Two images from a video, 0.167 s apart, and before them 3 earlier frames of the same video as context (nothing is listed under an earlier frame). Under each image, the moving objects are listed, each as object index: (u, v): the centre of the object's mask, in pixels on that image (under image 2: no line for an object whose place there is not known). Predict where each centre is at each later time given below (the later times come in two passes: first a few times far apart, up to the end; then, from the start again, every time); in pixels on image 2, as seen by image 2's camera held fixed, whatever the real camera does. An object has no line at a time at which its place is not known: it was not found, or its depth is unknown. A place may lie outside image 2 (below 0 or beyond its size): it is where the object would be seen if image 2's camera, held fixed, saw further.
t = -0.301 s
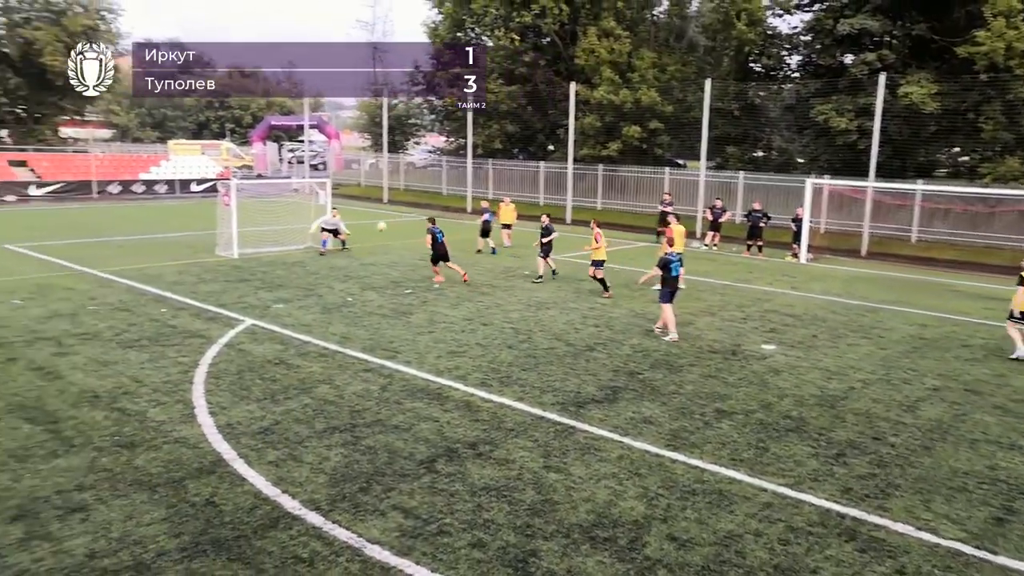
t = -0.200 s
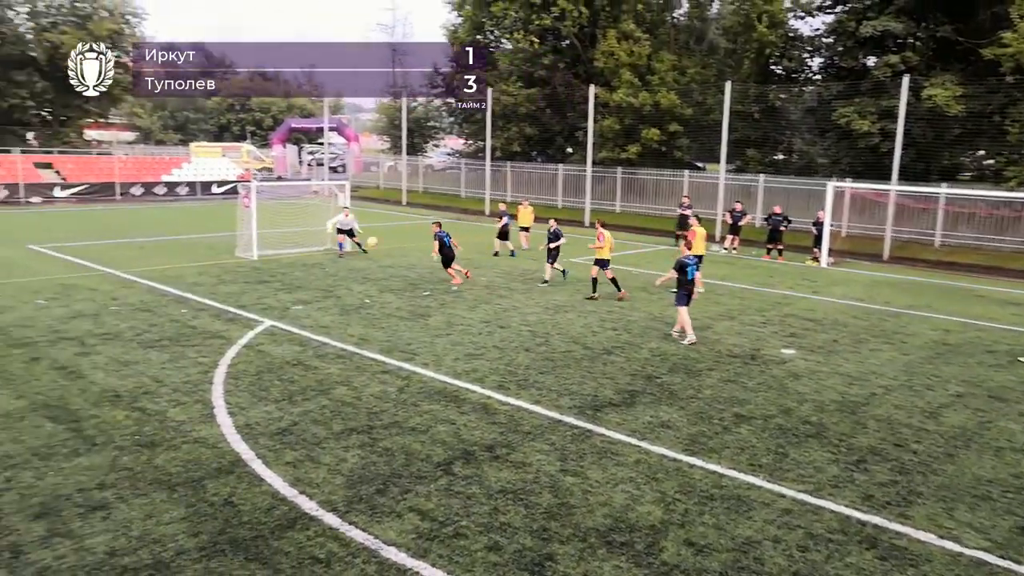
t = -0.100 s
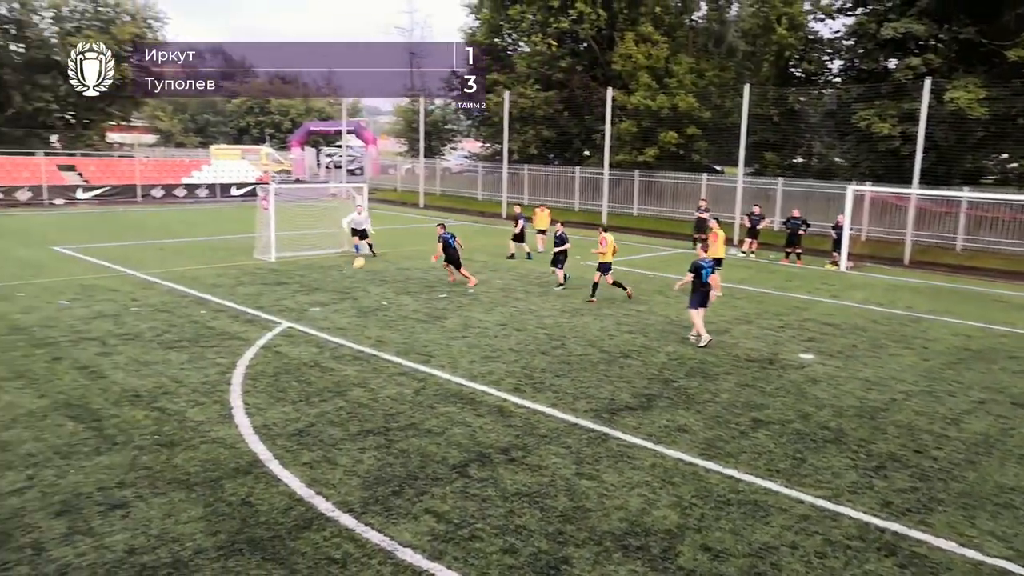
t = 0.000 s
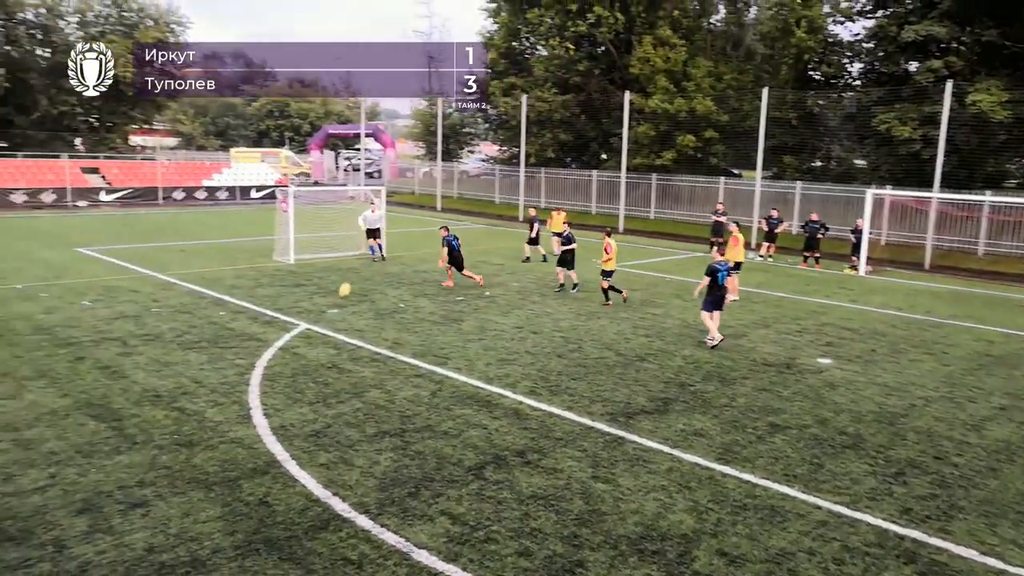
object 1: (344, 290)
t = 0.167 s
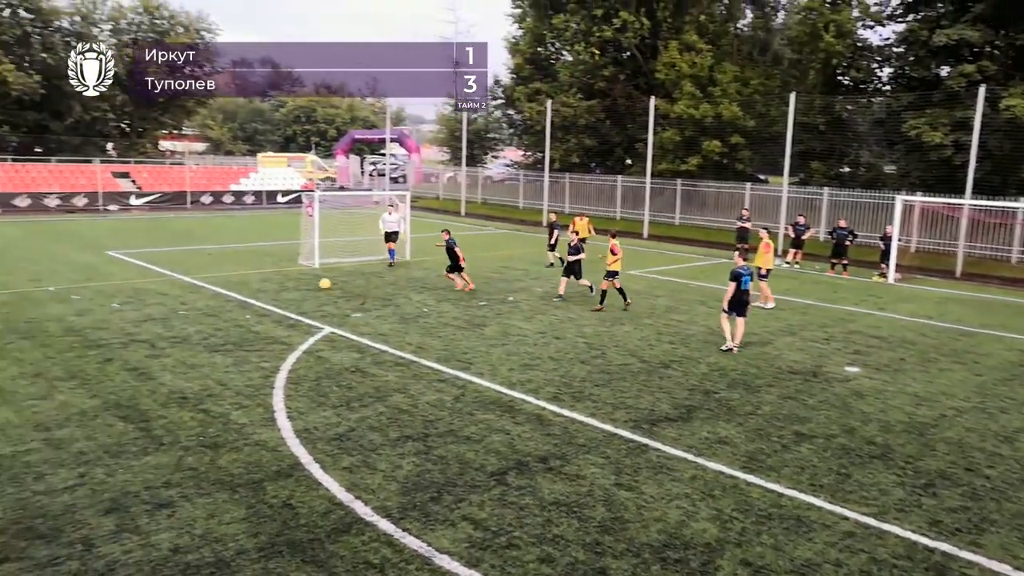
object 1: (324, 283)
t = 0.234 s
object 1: (307, 278)
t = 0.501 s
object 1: (236, 280)
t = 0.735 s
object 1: (172, 309)
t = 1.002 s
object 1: (95, 302)
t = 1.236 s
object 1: (27, 313)
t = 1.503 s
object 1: (-53, 318)
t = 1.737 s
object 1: (-123, 321)
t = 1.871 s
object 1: (-162, 324)
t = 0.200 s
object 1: (316, 280)
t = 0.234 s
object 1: (307, 278)
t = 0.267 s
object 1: (299, 277)
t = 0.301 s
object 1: (290, 275)
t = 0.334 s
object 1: (281, 275)
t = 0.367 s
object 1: (272, 275)
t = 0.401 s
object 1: (264, 276)
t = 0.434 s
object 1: (255, 276)
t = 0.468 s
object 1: (245, 278)
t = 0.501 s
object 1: (236, 280)
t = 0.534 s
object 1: (228, 283)
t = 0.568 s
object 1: (219, 285)
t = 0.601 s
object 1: (209, 290)
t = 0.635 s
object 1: (200, 294)
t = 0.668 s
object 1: (190, 300)
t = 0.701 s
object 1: (181, 306)
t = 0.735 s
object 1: (172, 309)
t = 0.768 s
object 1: (164, 307)
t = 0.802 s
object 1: (153, 304)
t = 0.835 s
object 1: (143, 303)
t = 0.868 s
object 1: (134, 301)
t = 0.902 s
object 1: (124, 300)
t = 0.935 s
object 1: (115, 300)
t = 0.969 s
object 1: (106, 301)
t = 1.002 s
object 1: (95, 302)
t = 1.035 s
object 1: (86, 303)
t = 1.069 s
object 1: (76, 305)
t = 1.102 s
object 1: (66, 308)
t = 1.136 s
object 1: (56, 312)
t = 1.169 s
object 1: (47, 315)
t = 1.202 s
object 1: (37, 314)
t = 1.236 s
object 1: (27, 313)
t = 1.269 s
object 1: (17, 312)
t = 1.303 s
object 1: (7, 312)
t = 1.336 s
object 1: (-2, 313)
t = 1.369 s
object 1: (-13, 315)
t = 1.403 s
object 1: (-23, 317)
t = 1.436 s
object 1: (-33, 319)
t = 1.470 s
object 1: (-43, 318)
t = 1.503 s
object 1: (-53, 318)
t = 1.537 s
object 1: (-63, 317)
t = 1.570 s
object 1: (-73, 318)
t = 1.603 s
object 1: (-82, 318)
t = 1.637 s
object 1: (-93, 320)
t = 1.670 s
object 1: (-103, 322)
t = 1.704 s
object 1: (-112, 322)
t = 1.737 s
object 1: (-123, 321)
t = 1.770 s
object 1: (-133, 321)
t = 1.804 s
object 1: (-143, 322)
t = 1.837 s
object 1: (-151, 323)
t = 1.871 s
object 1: (-162, 324)
